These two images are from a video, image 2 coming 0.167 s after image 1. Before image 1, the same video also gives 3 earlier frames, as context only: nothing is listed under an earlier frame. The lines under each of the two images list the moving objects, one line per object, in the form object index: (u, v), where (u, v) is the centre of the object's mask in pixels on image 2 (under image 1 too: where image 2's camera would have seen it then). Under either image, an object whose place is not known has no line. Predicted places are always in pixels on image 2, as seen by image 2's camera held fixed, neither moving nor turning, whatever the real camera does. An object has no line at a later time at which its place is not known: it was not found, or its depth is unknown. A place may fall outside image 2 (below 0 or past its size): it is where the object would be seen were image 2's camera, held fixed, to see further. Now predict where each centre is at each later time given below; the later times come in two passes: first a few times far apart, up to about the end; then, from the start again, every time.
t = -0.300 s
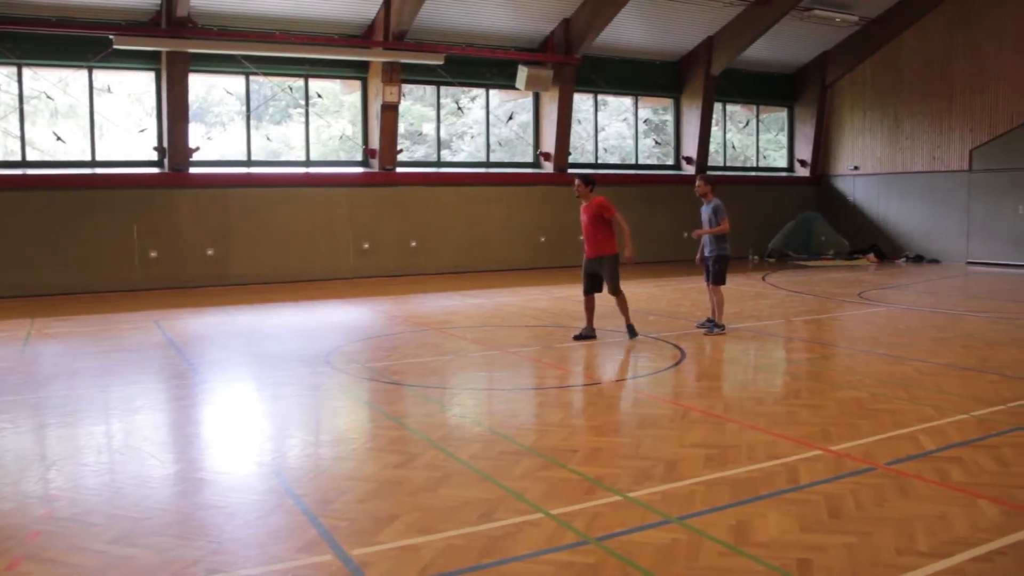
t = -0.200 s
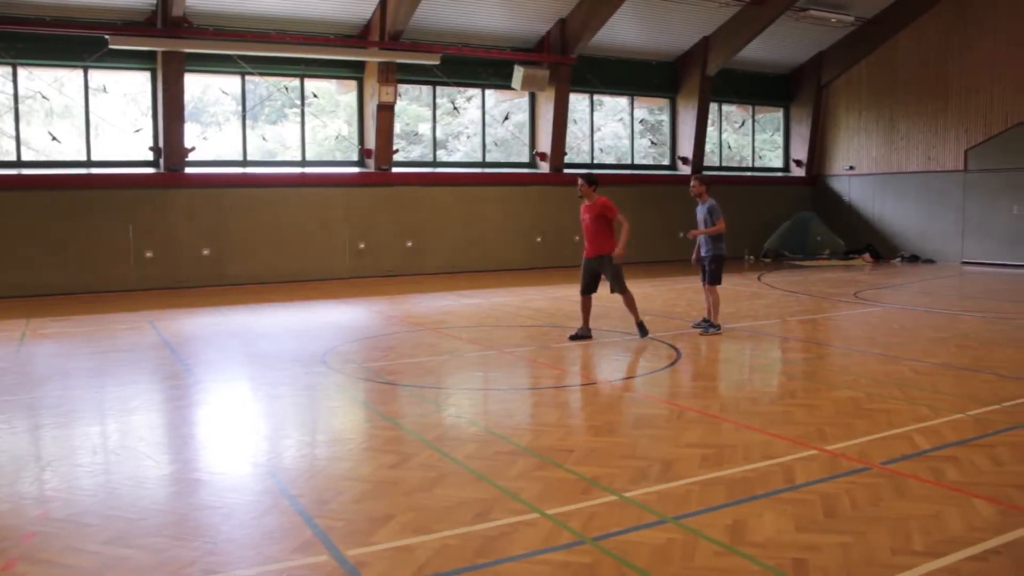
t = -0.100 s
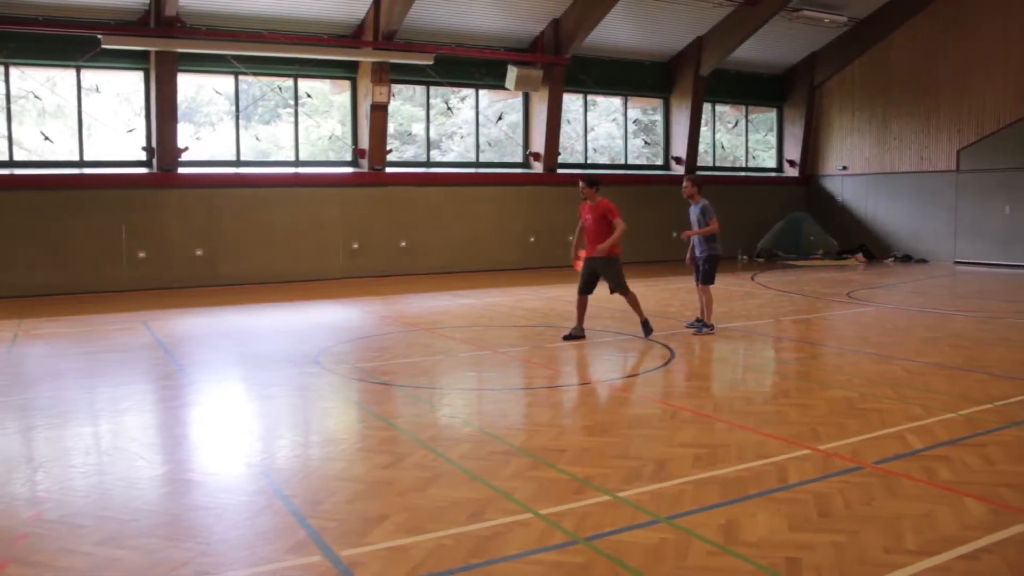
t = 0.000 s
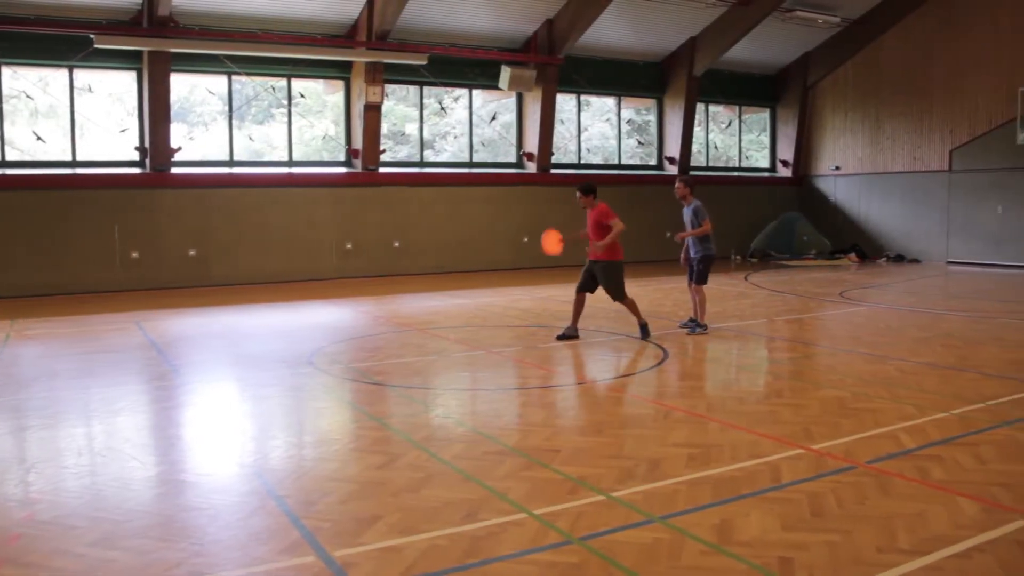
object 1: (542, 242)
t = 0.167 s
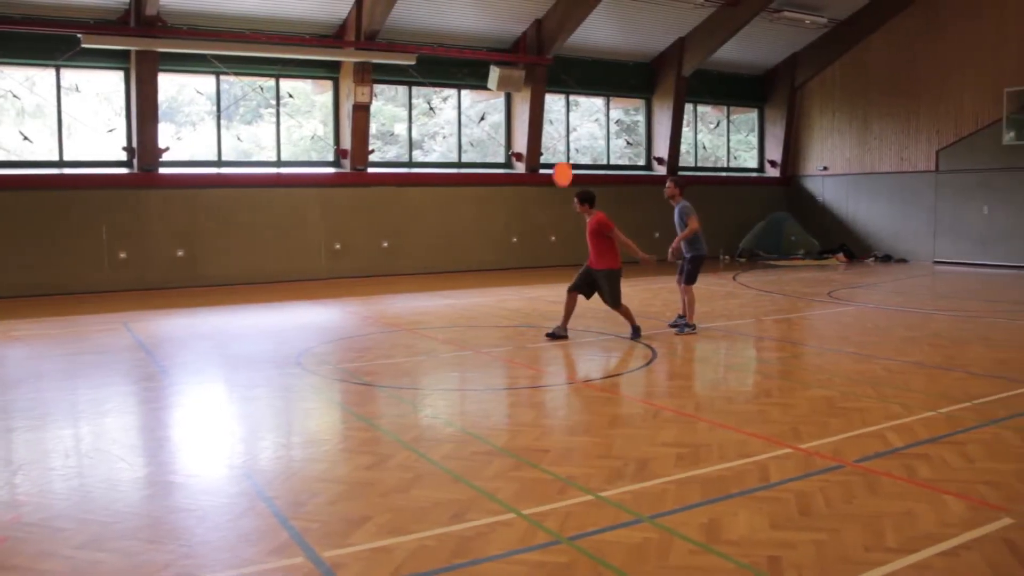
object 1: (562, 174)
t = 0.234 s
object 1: (571, 155)
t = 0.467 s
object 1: (597, 116)
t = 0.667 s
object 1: (620, 121)
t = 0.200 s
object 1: (566, 164)
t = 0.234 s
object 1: (571, 155)
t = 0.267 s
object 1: (574, 146)
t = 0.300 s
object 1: (578, 138)
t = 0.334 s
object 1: (582, 132)
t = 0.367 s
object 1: (586, 126)
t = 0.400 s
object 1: (589, 122)
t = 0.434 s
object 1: (594, 118)
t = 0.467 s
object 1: (597, 116)
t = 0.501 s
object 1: (601, 114)
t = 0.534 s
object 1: (605, 113)
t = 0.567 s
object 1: (609, 114)
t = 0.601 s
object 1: (612, 115)
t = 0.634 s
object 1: (617, 117)
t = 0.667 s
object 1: (620, 121)
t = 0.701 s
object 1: (623, 124)
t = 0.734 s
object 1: (627, 129)
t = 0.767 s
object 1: (631, 135)
